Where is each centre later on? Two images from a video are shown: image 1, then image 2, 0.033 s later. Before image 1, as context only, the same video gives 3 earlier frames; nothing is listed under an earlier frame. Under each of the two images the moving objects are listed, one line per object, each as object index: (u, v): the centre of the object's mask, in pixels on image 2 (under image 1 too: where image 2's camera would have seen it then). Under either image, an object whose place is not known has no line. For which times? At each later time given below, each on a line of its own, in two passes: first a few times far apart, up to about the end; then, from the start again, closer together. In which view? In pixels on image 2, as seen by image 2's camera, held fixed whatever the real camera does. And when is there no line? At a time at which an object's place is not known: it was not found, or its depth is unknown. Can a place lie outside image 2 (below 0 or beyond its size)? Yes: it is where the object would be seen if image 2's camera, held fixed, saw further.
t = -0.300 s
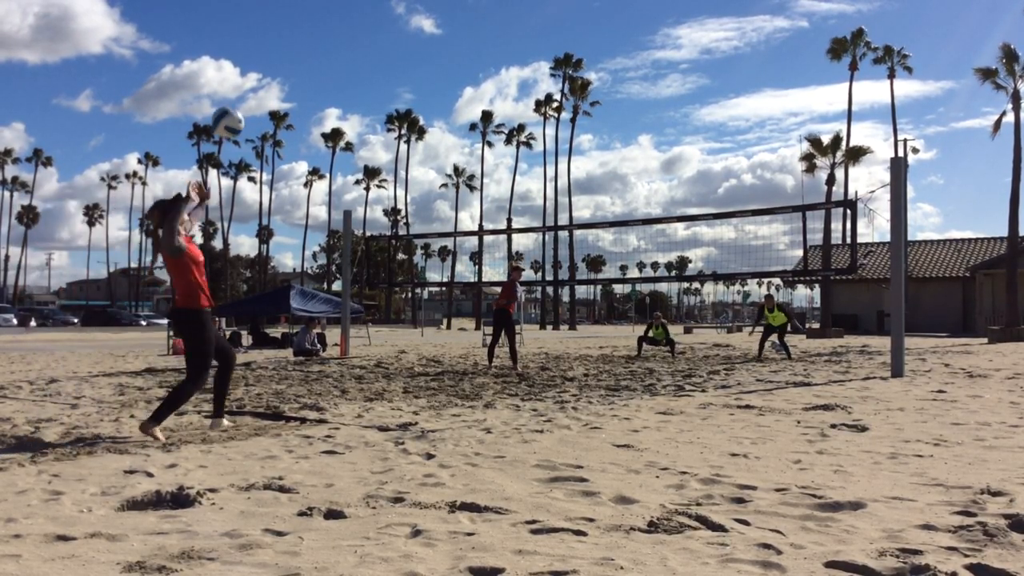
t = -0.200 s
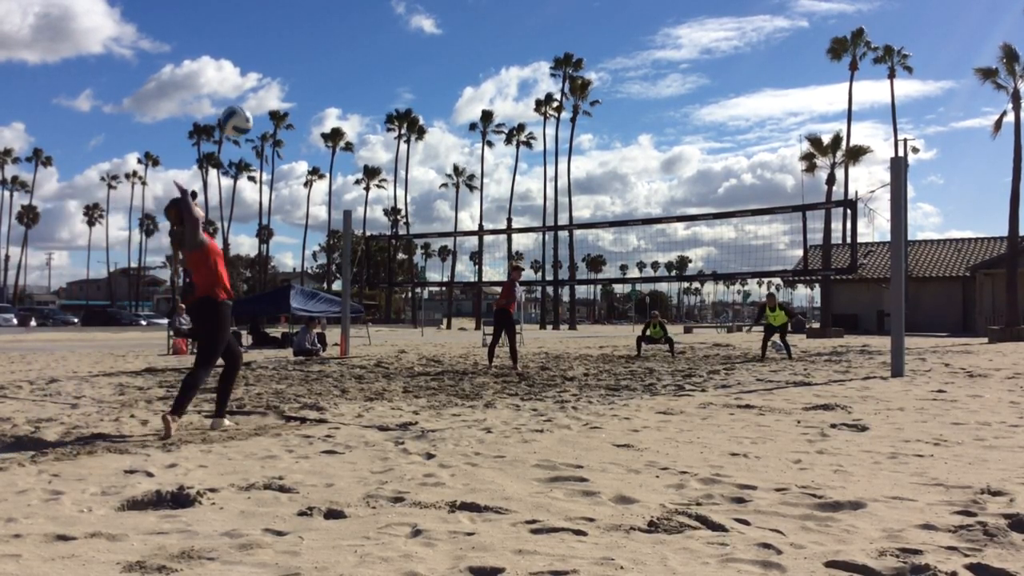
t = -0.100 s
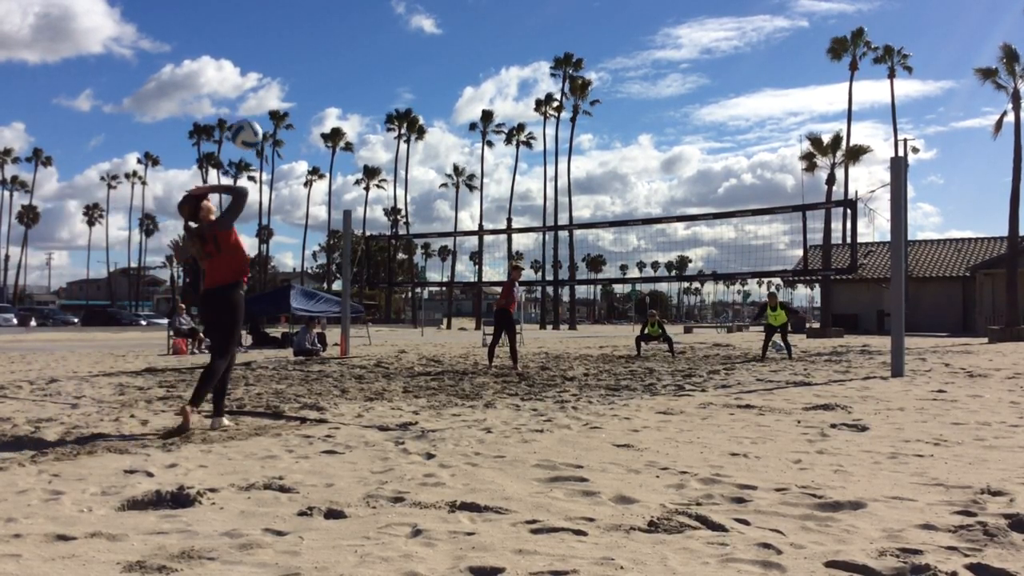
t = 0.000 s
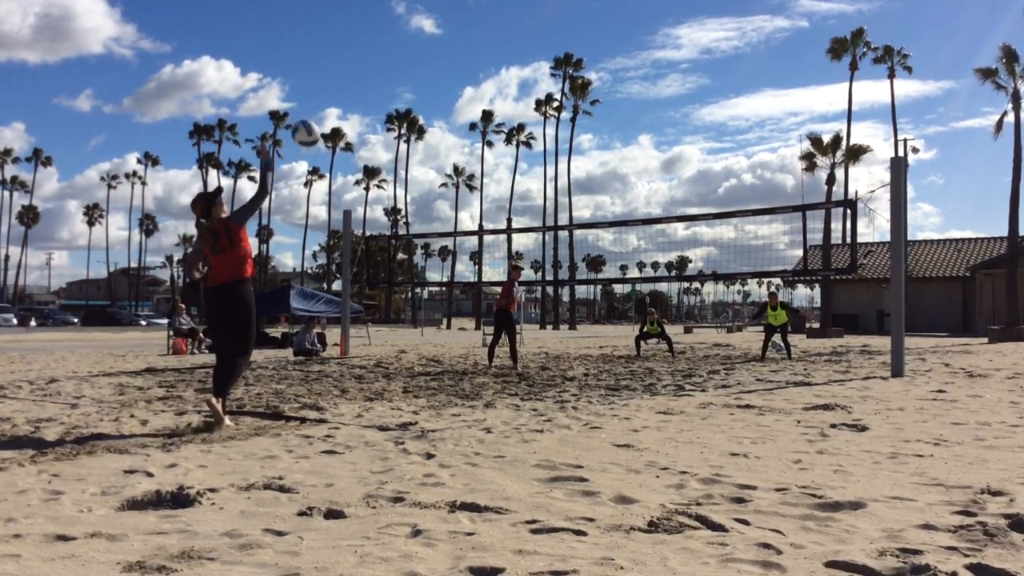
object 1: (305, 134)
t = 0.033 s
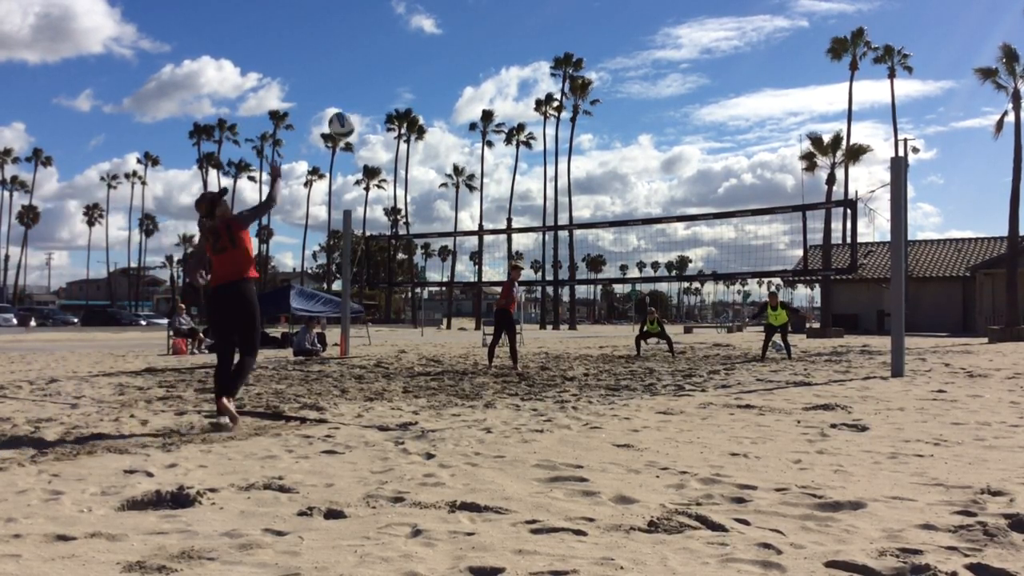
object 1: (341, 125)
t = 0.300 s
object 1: (541, 111)
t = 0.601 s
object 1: (663, 162)
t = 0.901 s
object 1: (736, 244)
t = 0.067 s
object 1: (374, 118)
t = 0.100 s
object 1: (404, 114)
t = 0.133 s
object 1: (432, 110)
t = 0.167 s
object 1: (457, 109)
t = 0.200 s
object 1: (480, 108)
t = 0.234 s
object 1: (502, 108)
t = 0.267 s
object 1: (522, 110)
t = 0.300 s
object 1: (541, 111)
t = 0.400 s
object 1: (590, 123)
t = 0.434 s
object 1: (604, 129)
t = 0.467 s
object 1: (617, 135)
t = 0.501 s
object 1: (629, 141)
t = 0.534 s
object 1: (641, 148)
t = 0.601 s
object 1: (663, 162)
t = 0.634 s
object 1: (673, 170)
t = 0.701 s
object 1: (691, 187)
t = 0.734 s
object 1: (700, 195)
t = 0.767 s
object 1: (708, 205)
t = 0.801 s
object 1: (714, 212)
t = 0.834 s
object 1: (723, 224)
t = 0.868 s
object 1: (729, 233)
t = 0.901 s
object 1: (736, 244)
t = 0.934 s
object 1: (743, 253)
